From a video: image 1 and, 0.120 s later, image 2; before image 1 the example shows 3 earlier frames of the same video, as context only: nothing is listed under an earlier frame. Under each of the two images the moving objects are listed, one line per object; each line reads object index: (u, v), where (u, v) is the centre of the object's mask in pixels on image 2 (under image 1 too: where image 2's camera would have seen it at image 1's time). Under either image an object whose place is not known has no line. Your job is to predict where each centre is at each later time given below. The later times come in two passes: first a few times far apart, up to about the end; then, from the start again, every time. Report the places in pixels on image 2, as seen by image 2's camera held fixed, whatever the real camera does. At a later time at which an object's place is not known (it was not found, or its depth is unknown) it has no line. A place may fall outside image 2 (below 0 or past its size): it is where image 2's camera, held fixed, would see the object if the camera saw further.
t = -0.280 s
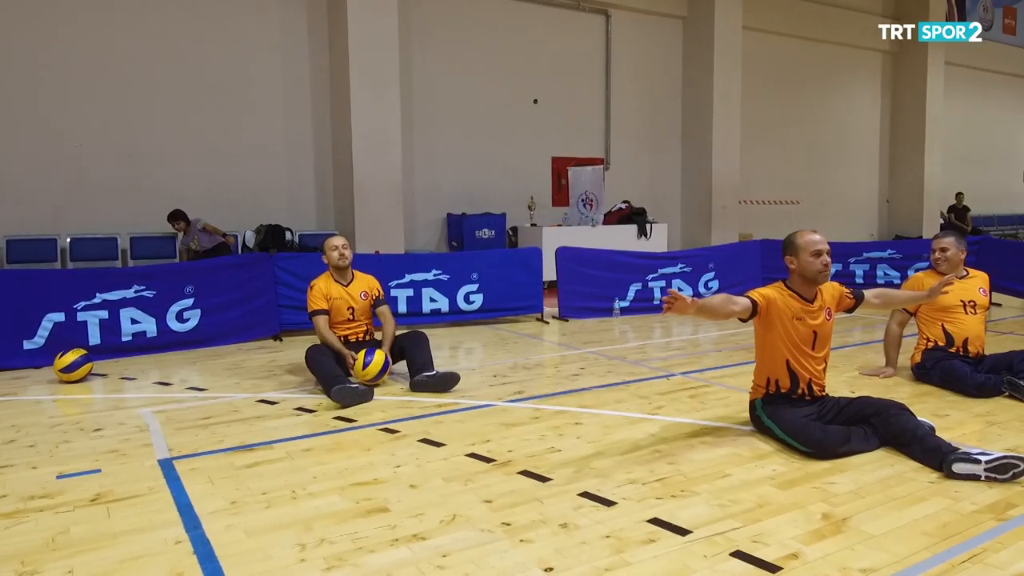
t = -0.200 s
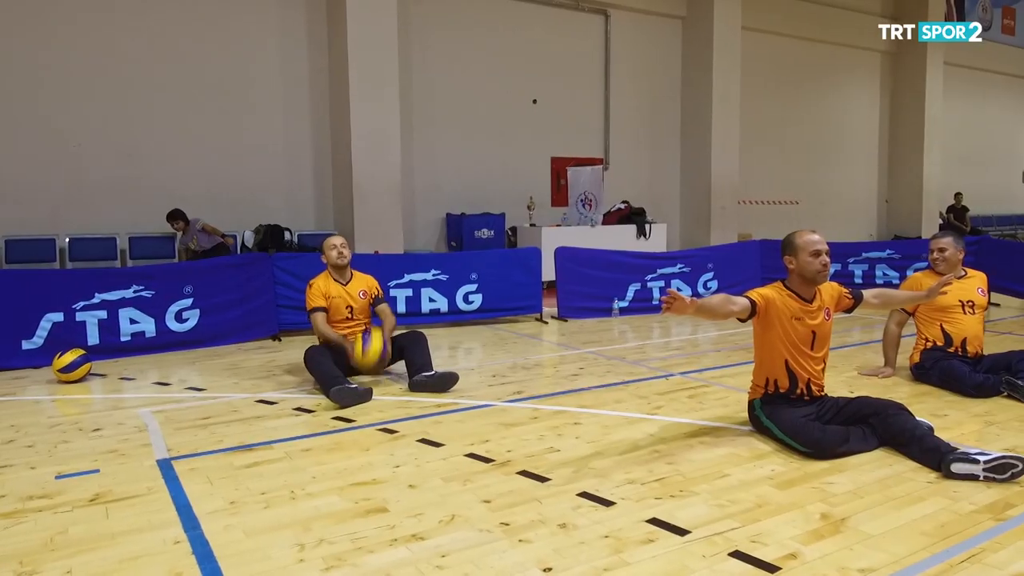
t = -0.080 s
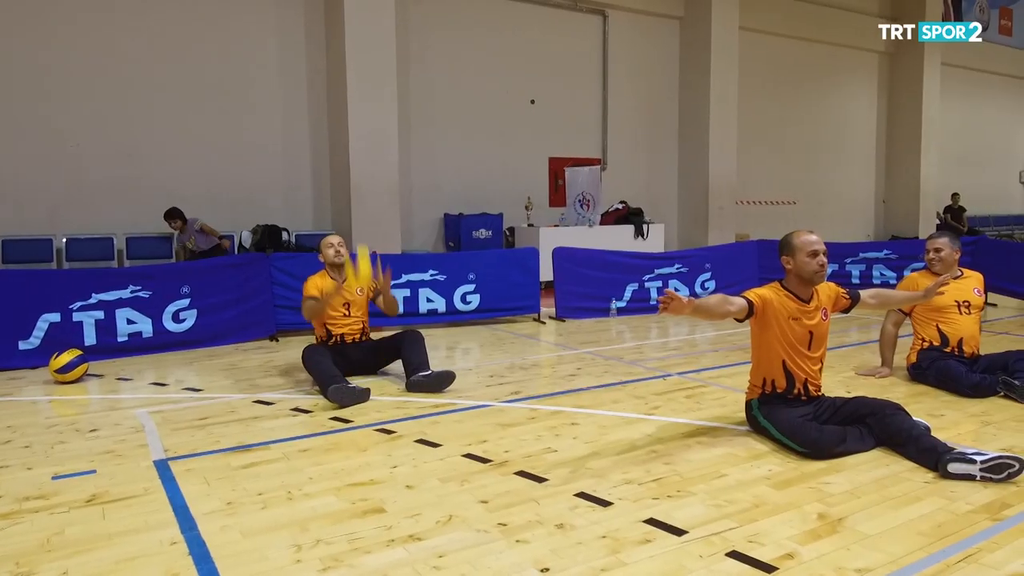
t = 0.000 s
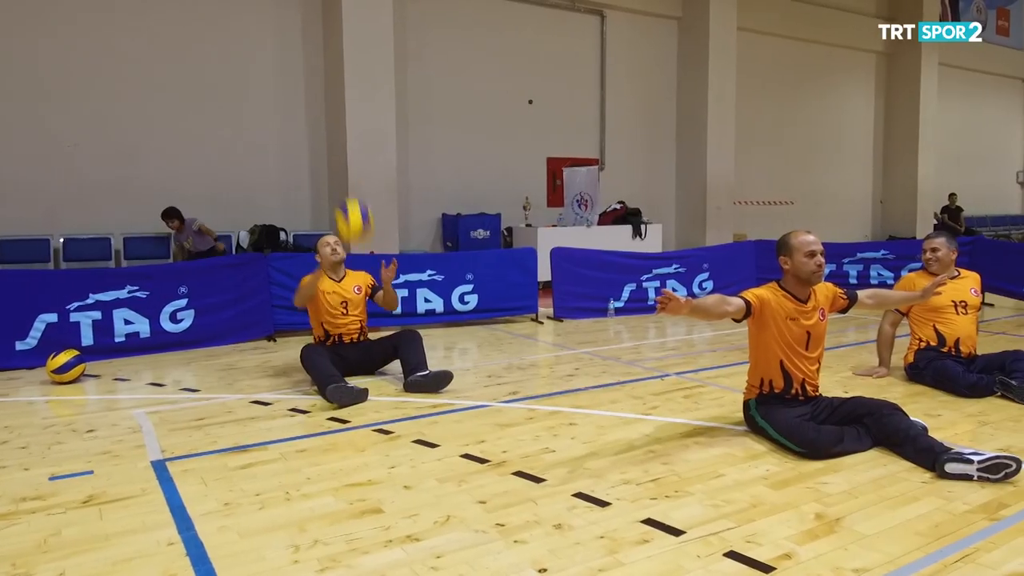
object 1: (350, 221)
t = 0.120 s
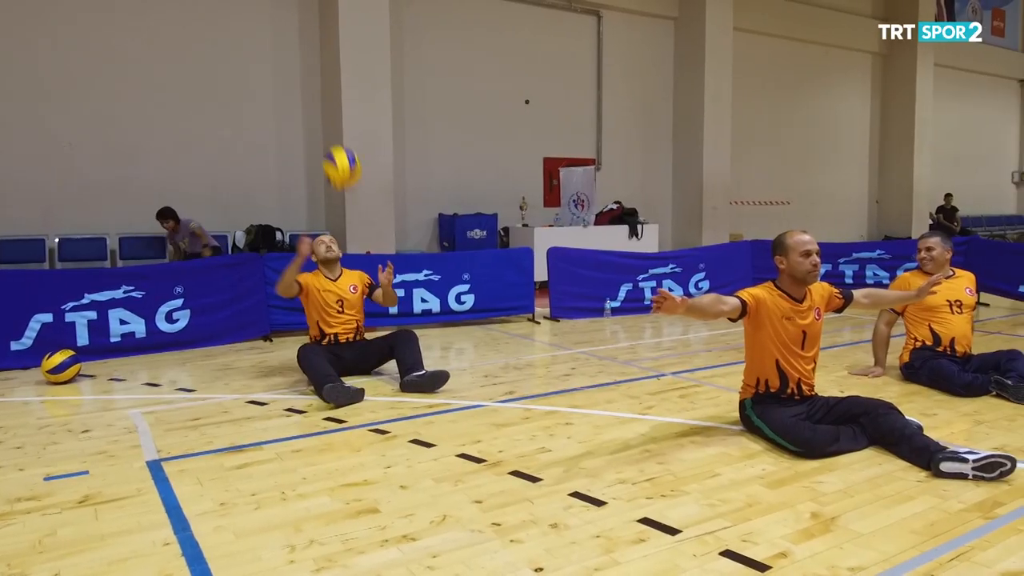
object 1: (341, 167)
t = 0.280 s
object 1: (332, 132)
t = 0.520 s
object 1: (320, 161)
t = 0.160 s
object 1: (339, 154)
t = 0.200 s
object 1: (336, 144)
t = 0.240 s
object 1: (334, 137)
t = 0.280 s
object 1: (332, 132)
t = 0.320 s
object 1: (330, 130)
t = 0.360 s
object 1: (328, 131)
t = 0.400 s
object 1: (325, 134)
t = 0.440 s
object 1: (323, 140)
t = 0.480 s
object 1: (321, 149)
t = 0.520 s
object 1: (320, 161)
